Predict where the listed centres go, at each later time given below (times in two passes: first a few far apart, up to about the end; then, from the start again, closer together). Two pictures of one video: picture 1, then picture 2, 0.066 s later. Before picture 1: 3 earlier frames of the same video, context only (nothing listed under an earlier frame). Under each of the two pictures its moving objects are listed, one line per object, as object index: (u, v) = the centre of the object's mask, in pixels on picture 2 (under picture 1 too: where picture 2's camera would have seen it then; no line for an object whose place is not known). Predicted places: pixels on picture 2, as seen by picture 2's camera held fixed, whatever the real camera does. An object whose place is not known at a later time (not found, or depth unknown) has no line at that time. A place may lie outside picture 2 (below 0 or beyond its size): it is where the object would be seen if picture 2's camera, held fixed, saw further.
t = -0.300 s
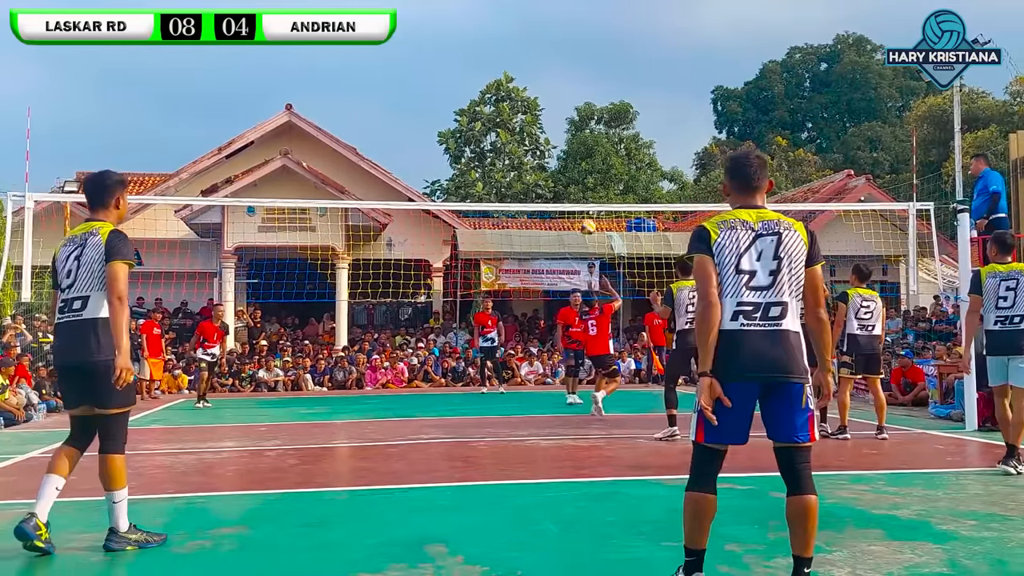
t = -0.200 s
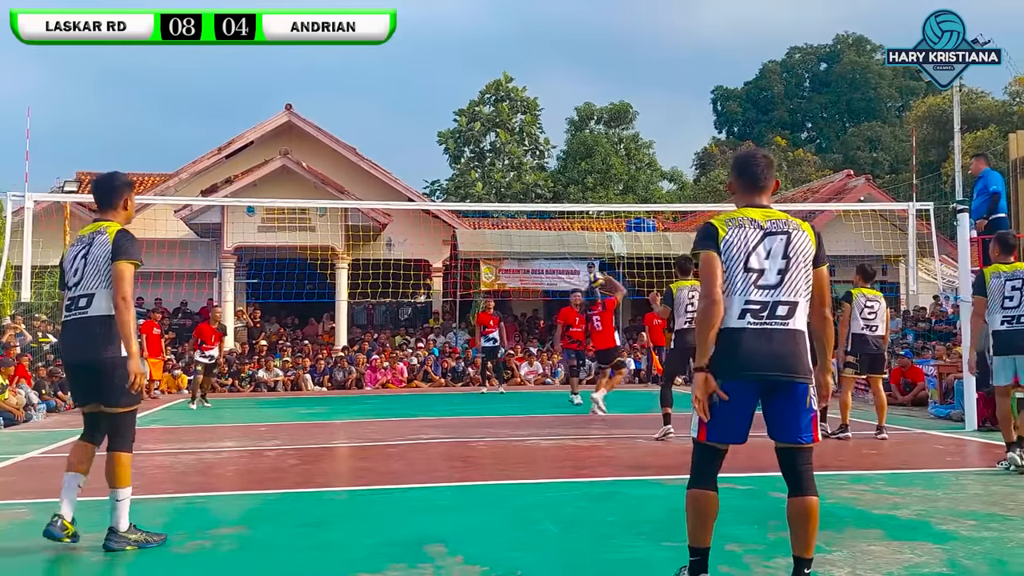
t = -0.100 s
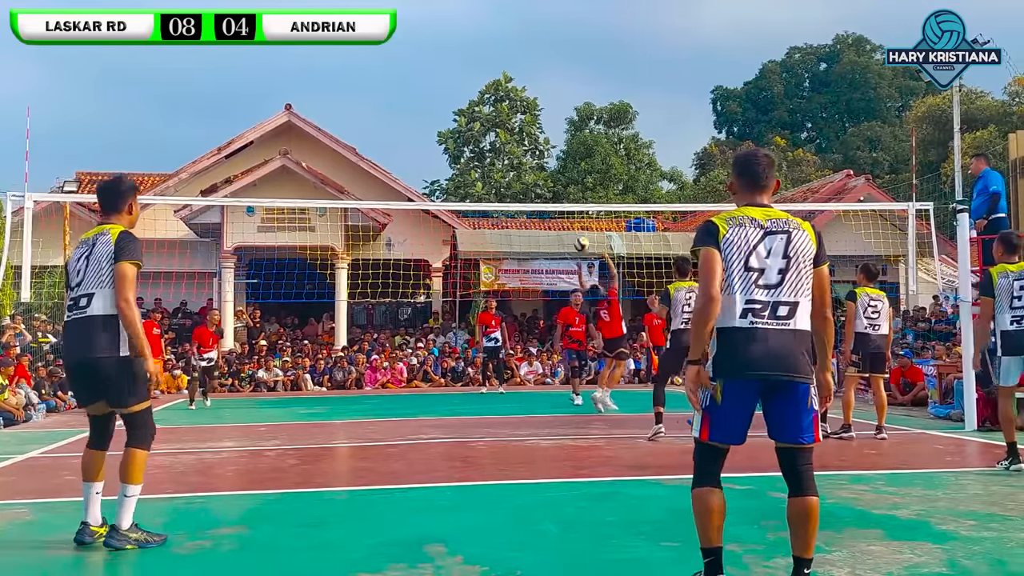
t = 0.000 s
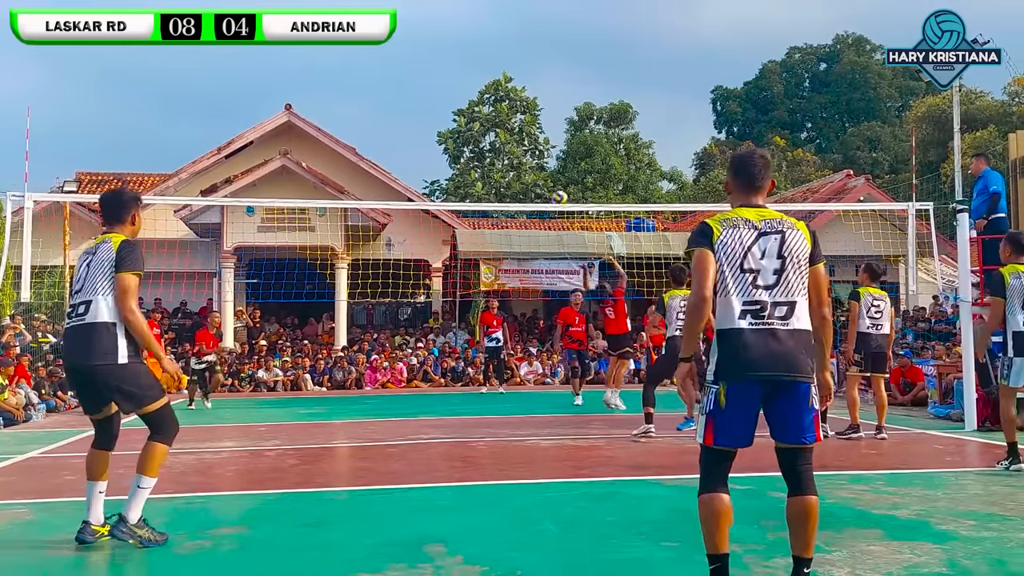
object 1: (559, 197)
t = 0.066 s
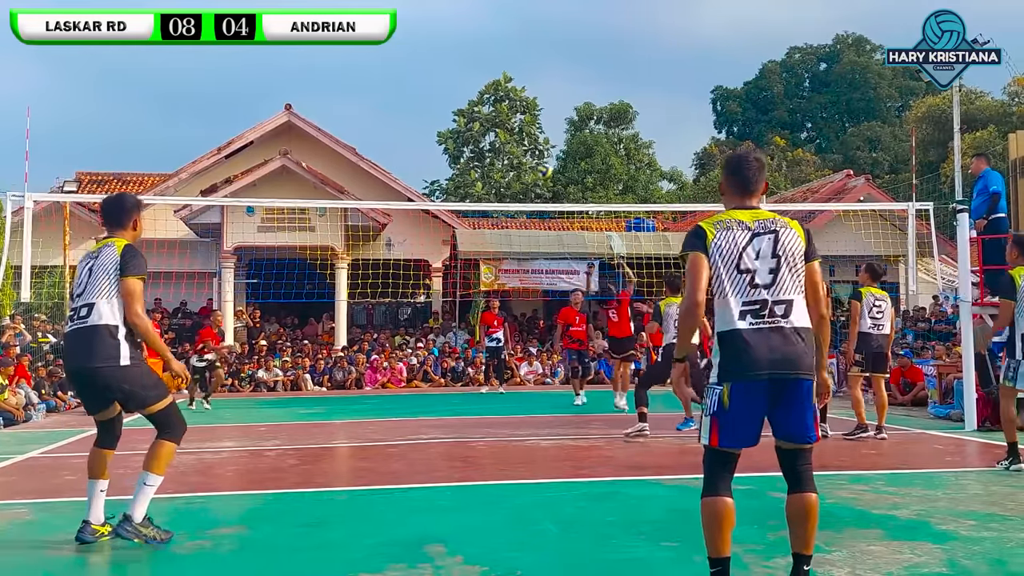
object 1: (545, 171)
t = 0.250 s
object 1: (504, 115)
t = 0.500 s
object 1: (449, 77)
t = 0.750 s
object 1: (394, 87)
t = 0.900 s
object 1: (362, 116)
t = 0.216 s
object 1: (511, 124)
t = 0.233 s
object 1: (507, 120)
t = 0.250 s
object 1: (504, 115)
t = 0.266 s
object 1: (501, 109)
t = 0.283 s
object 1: (497, 107)
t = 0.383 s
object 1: (474, 89)
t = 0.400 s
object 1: (470, 86)
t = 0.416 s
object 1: (466, 84)
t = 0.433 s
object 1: (463, 83)
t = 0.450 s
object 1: (459, 81)
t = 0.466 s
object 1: (456, 79)
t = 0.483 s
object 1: (452, 78)
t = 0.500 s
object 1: (449, 77)
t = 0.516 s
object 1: (445, 76)
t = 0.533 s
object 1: (441, 75)
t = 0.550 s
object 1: (438, 75)
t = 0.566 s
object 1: (434, 74)
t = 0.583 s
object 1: (431, 75)
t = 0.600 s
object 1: (427, 75)
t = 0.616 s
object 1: (423, 75)
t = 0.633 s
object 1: (419, 75)
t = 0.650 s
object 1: (416, 76)
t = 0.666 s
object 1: (412, 78)
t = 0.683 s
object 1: (408, 79)
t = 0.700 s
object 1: (405, 80)
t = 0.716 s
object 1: (401, 83)
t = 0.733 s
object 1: (398, 85)
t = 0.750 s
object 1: (394, 87)
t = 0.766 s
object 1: (391, 89)
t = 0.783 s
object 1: (387, 91)
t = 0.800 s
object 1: (384, 94)
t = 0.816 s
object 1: (380, 97)
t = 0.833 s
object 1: (377, 100)
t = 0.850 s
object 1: (373, 104)
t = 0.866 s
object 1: (369, 108)
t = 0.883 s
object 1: (366, 112)
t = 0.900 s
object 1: (362, 116)
